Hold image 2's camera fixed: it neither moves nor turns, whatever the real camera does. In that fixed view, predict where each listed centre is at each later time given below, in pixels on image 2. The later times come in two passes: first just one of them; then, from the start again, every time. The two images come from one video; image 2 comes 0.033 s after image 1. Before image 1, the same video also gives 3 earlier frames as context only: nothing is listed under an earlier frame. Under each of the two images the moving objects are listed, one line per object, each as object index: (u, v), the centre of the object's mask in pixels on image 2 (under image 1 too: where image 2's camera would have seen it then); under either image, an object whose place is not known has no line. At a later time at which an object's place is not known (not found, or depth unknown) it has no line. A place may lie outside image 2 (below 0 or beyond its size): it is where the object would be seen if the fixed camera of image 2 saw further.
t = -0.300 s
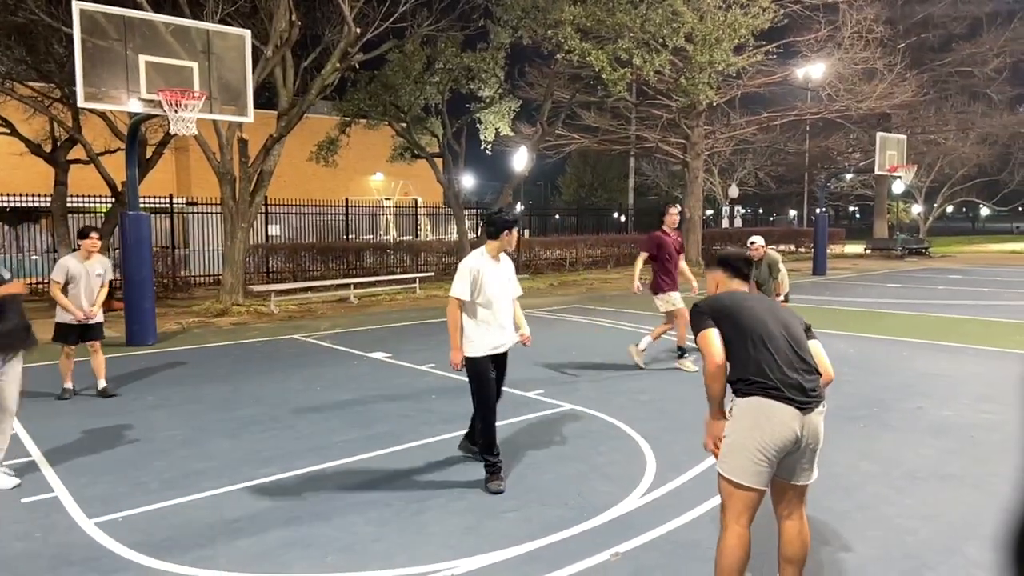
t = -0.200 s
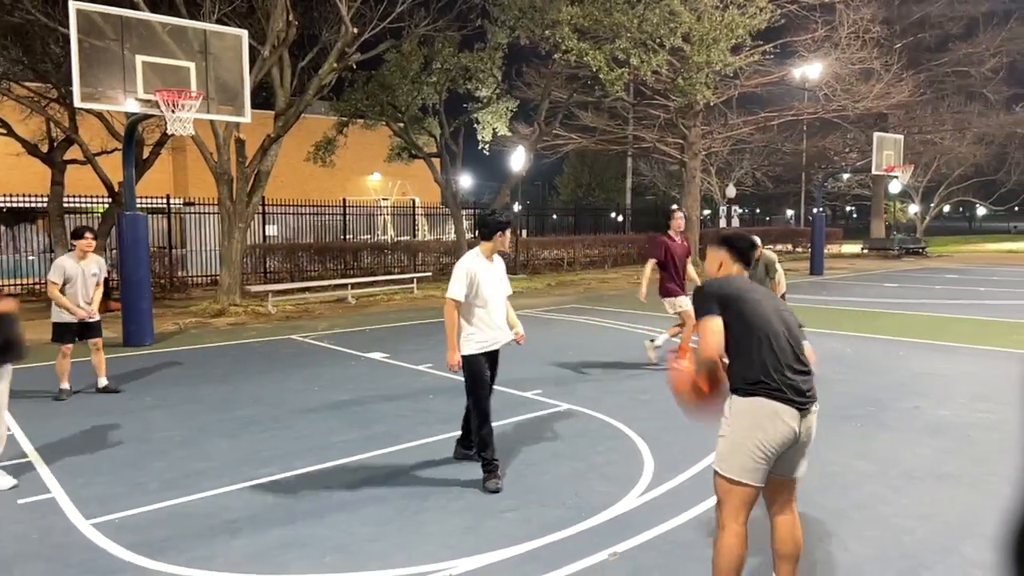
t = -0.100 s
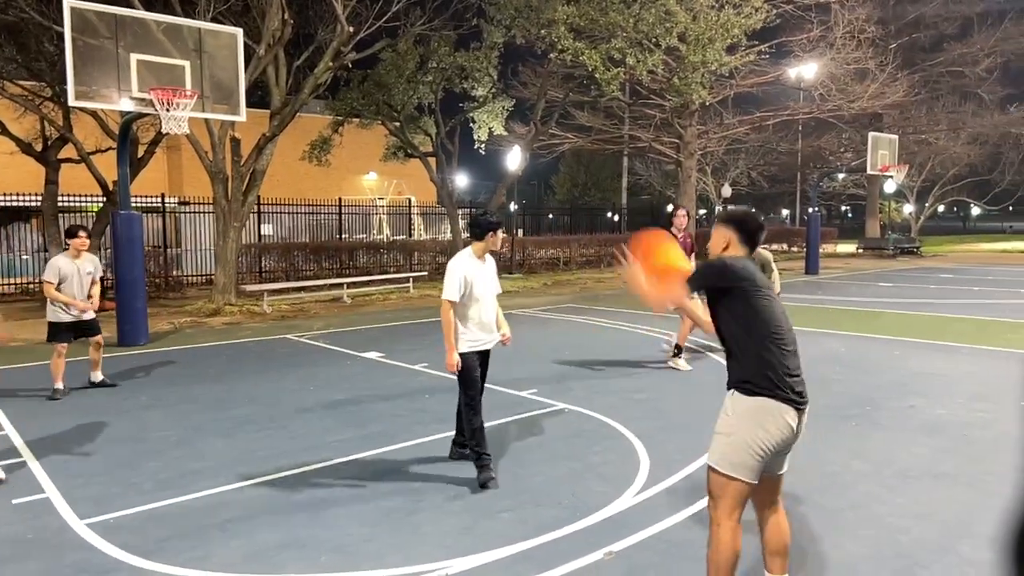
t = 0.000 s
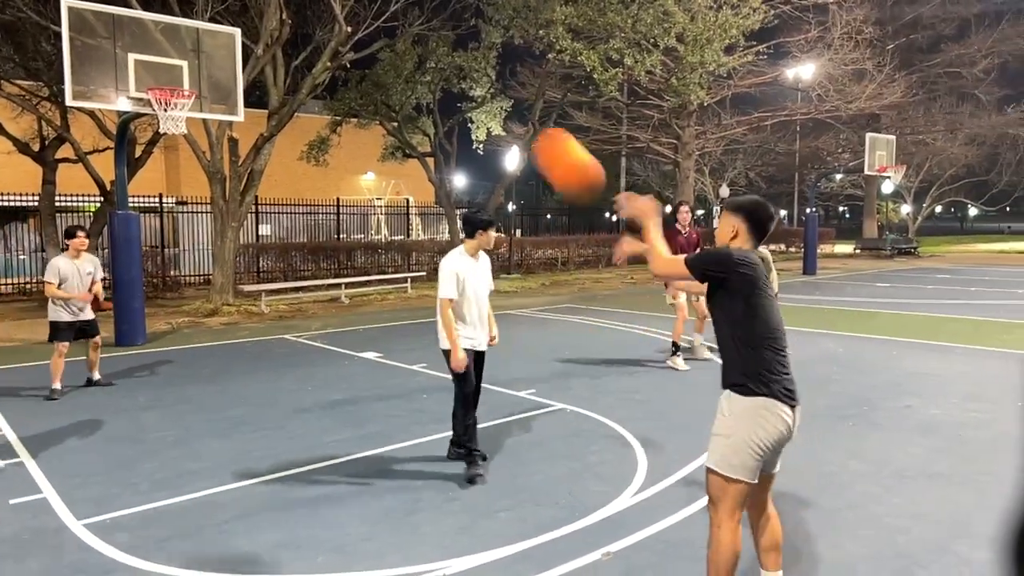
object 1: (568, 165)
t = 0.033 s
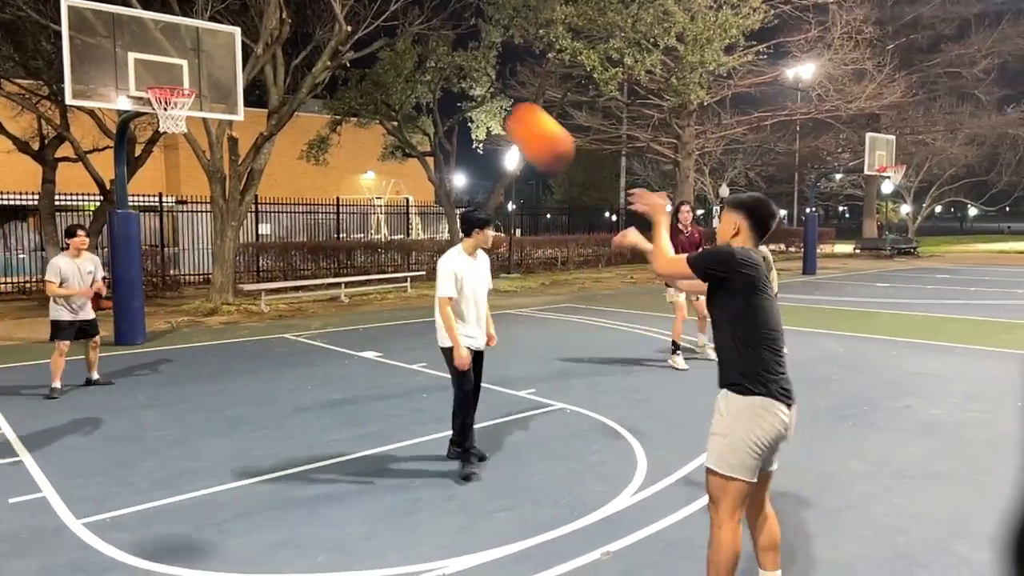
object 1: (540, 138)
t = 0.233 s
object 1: (406, 46)
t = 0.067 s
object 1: (514, 113)
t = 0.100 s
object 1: (487, 91)
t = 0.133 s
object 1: (466, 77)
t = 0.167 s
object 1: (445, 64)
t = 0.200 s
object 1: (425, 54)
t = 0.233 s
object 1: (406, 46)
